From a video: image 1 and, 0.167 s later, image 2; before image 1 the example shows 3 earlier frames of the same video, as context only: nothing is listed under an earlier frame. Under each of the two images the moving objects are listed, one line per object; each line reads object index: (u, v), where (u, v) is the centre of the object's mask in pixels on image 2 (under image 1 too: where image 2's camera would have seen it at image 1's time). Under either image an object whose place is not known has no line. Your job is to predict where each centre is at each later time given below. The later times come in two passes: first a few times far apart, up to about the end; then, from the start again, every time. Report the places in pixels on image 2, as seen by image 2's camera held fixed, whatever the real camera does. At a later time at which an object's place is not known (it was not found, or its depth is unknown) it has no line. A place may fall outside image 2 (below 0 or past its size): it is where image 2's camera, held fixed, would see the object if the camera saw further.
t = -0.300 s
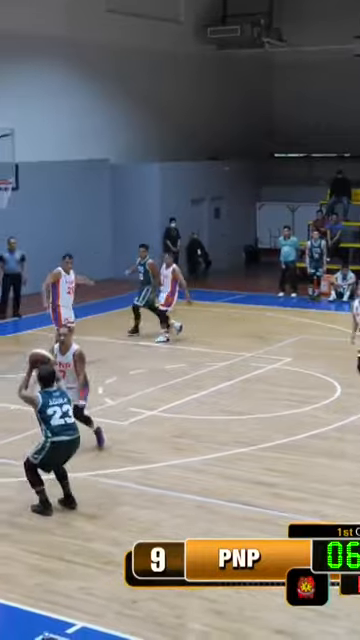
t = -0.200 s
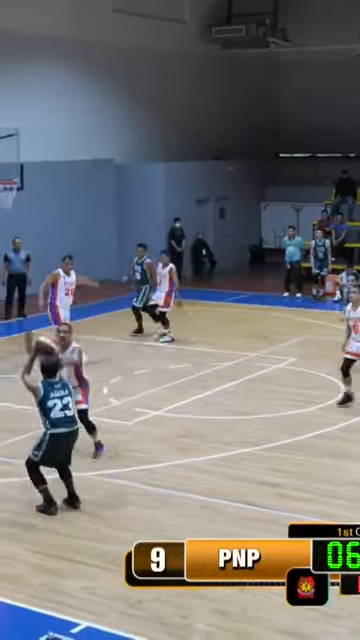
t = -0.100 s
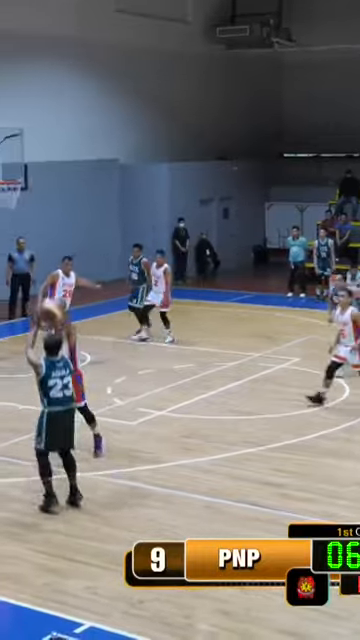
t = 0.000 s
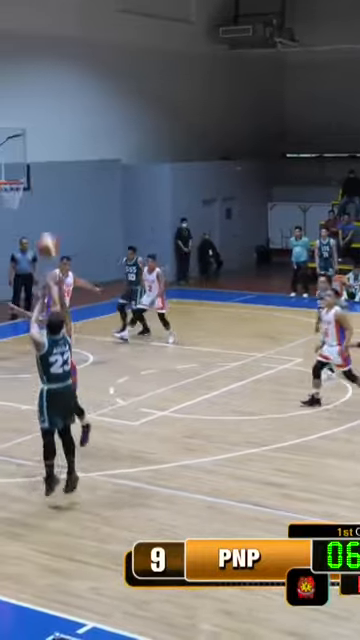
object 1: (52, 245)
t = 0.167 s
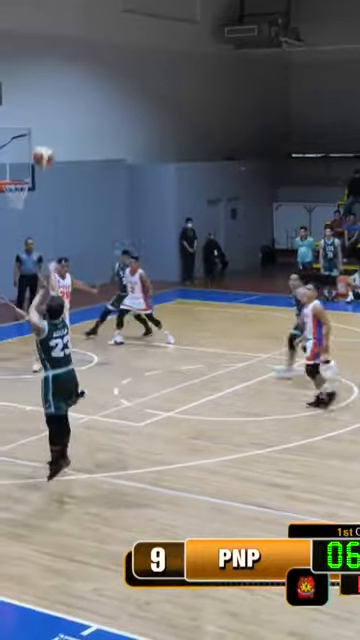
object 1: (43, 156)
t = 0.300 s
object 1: (36, 106)
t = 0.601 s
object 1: (24, 62)
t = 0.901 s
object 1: (16, 86)
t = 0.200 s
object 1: (41, 143)
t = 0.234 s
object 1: (38, 130)
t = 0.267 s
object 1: (37, 118)
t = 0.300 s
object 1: (36, 106)
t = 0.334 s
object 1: (35, 98)
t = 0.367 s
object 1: (33, 91)
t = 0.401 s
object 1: (32, 83)
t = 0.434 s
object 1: (31, 77)
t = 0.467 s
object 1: (30, 72)
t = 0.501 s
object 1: (28, 68)
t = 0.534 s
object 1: (28, 66)
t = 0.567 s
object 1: (26, 63)
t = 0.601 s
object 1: (24, 62)
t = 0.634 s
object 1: (23, 62)
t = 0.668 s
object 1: (22, 63)
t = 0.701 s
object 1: (22, 63)
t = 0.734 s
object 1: (21, 65)
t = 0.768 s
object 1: (19, 67)
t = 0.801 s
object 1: (18, 71)
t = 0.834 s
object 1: (18, 76)
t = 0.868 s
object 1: (17, 81)
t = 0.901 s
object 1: (16, 86)
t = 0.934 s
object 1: (16, 91)
